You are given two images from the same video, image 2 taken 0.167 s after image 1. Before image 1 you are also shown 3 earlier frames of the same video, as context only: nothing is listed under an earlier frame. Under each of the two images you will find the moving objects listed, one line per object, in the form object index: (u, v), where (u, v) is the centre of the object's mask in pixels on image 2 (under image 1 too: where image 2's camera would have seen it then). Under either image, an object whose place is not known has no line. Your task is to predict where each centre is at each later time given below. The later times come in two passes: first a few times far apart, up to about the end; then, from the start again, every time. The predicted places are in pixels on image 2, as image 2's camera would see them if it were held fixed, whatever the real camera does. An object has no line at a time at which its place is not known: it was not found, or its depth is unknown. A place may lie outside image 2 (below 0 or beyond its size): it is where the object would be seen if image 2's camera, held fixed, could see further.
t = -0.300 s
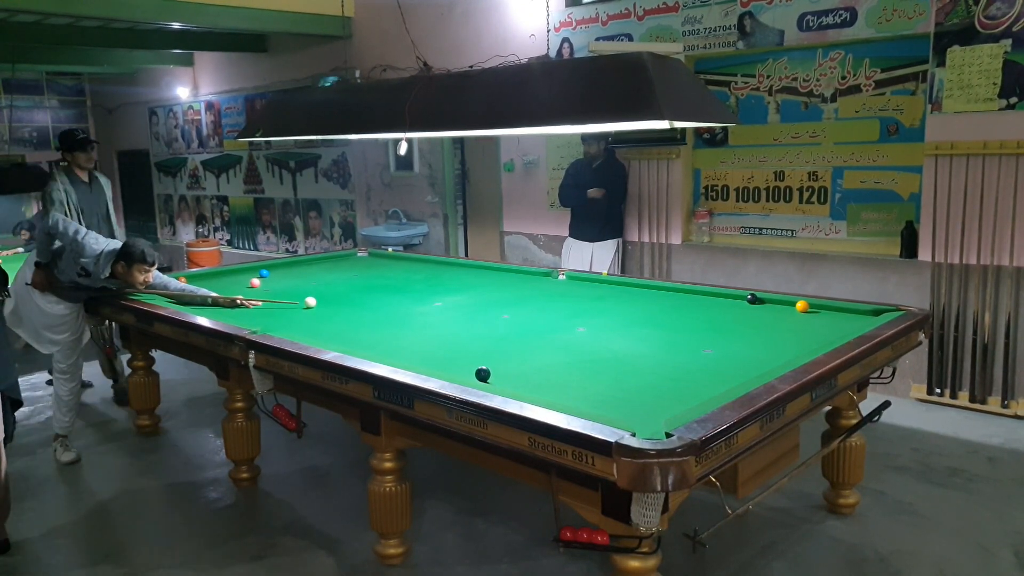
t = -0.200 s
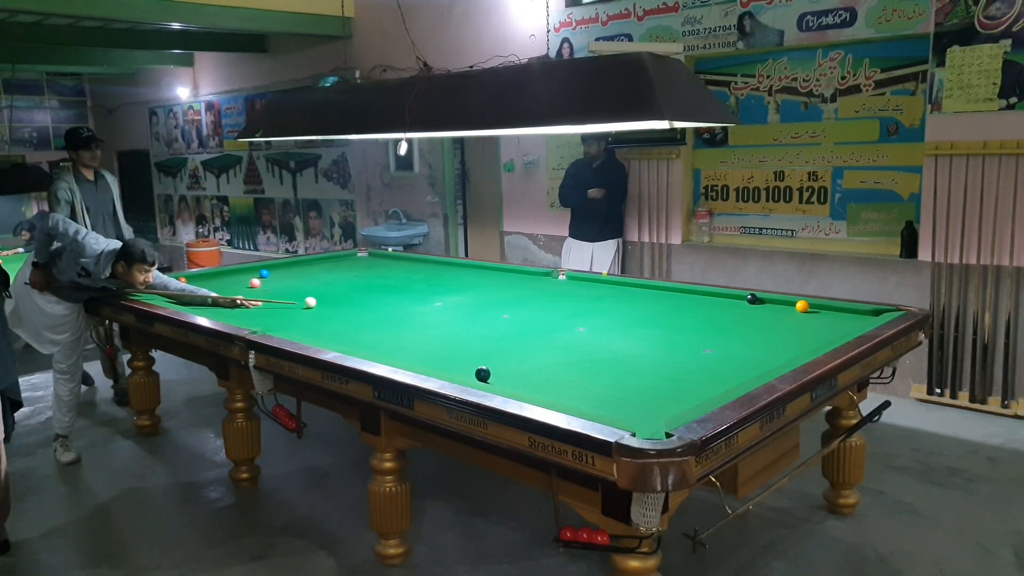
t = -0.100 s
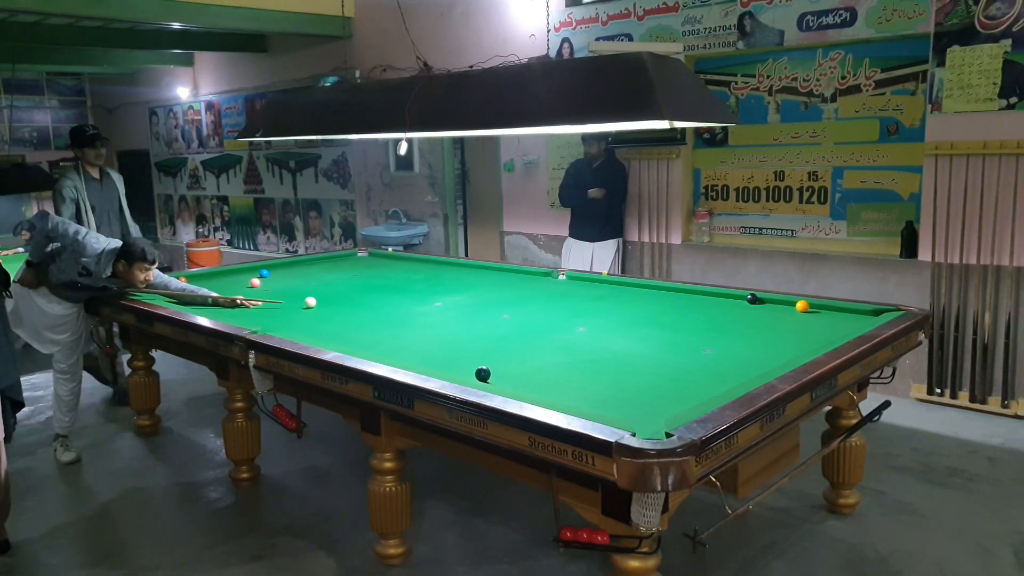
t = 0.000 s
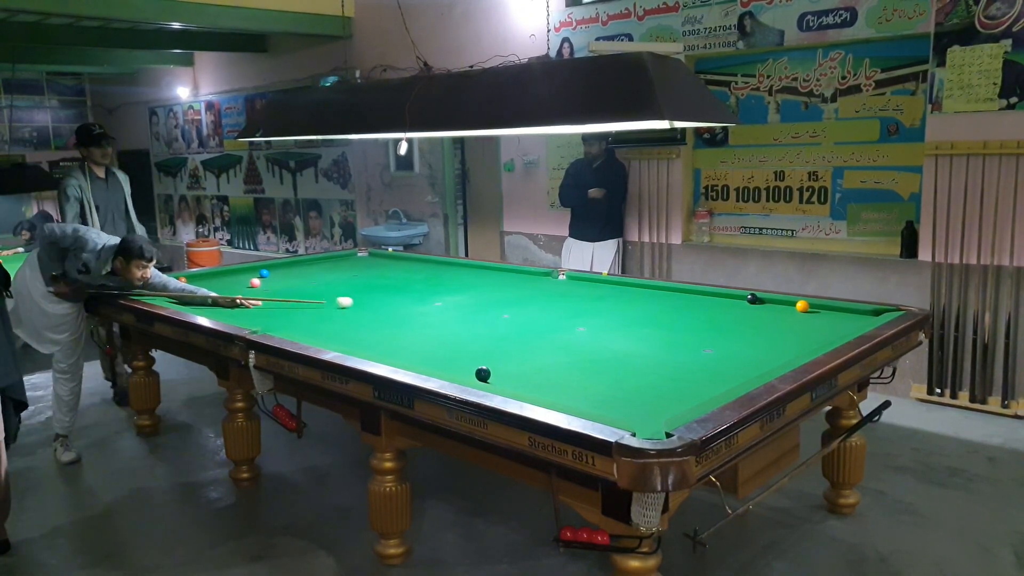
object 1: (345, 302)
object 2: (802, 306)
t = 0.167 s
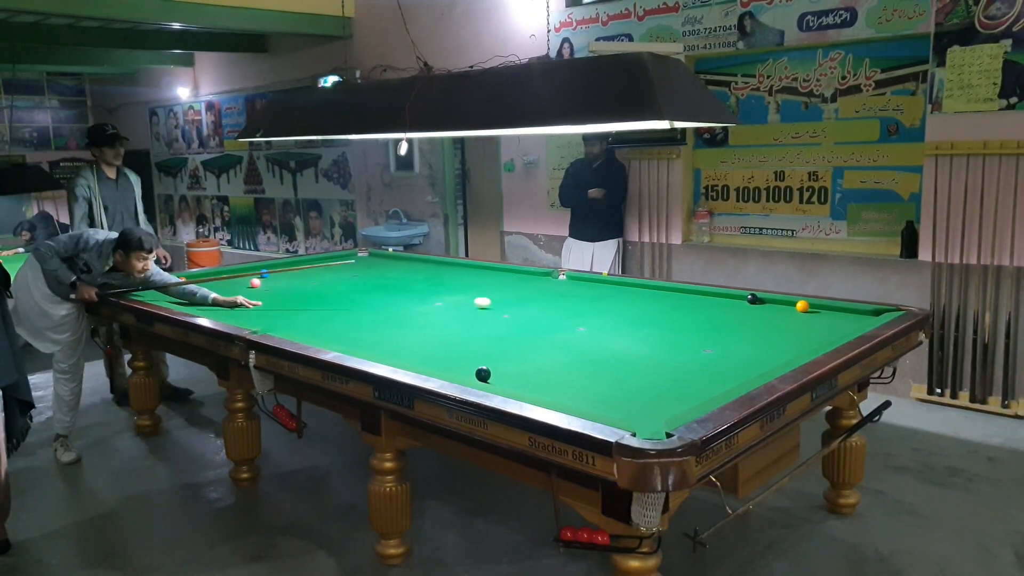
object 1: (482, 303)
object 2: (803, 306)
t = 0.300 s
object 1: (579, 303)
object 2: (803, 306)
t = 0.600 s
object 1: (789, 304)
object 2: (803, 306)
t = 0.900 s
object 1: (784, 324)
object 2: (853, 317)
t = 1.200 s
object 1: (776, 353)
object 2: (781, 312)
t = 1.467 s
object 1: (733, 376)
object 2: (724, 307)
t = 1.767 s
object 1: (646, 394)
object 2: (667, 302)
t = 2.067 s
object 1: (576, 399)
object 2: (617, 298)
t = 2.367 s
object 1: (580, 374)
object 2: (572, 295)
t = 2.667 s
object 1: (583, 353)
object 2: (532, 292)
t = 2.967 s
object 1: (586, 336)
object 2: (497, 290)
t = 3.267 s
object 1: (588, 323)
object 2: (466, 287)
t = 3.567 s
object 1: (590, 312)
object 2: (437, 285)
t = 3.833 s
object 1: (591, 304)
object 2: (414, 283)
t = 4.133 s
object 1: (593, 296)
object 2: (390, 282)
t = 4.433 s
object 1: (594, 289)
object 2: (369, 280)
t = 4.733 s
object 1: (595, 284)
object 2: (349, 279)
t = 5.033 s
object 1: (591, 280)
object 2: (332, 278)
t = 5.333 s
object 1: (573, 281)
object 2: (317, 277)
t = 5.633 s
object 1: (558, 282)
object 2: (304, 276)
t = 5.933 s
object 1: (544, 283)
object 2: (293, 275)
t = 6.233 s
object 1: (533, 283)
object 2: (283, 275)
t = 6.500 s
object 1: (525, 284)
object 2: (276, 274)
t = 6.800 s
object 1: (517, 285)
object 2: (272, 274)
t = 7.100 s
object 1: (512, 285)
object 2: (272, 273)
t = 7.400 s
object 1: (509, 285)
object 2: (271, 274)
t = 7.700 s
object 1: (508, 285)
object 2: (272, 274)
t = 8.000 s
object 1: (508, 285)
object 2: (272, 274)
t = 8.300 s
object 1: (508, 285)
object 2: (272, 274)
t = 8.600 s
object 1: (508, 285)
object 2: (272, 274)
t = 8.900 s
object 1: (508, 285)
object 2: (272, 274)
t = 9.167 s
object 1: (508, 285)
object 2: (272, 274)
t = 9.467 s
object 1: (508, 285)
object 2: (272, 274)
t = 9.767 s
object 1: (508, 285)
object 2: (272, 274)
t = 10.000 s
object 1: (508, 285)
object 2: (272, 274)
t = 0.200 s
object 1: (507, 303)
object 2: (803, 306)
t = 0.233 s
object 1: (532, 303)
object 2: (803, 306)
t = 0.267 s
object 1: (556, 303)
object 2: (803, 306)
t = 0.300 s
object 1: (579, 303)
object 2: (803, 306)
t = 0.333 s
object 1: (602, 303)
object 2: (802, 306)
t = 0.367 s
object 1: (625, 303)
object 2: (803, 306)
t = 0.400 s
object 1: (648, 304)
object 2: (802, 306)
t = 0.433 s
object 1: (671, 304)
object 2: (803, 306)
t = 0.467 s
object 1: (694, 304)
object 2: (803, 306)
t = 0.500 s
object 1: (717, 304)
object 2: (802, 306)
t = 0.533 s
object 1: (742, 304)
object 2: (803, 306)
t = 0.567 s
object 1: (765, 304)
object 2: (803, 306)
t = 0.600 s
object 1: (789, 304)
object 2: (803, 306)
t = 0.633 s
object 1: (798, 304)
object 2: (812, 308)
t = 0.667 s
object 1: (794, 306)
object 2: (823, 310)
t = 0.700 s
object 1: (791, 309)
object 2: (834, 312)
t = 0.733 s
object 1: (789, 311)
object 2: (843, 314)
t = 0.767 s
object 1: (788, 314)
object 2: (853, 316)
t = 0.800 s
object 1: (787, 316)
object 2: (862, 317)
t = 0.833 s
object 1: (786, 319)
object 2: (870, 317)
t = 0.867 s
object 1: (785, 322)
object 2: (862, 318)
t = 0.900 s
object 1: (784, 324)
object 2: (853, 317)
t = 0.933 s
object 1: (784, 327)
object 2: (845, 317)
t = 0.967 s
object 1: (783, 330)
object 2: (836, 316)
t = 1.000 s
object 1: (782, 333)
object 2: (828, 315)
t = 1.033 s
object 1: (781, 336)
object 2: (820, 315)
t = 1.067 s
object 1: (780, 339)
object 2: (812, 314)
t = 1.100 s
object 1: (779, 343)
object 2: (804, 314)
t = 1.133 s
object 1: (778, 346)
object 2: (796, 313)
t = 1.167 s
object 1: (777, 349)
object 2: (789, 312)
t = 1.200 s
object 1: (776, 353)
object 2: (781, 312)
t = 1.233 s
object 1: (774, 357)
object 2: (774, 311)
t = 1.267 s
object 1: (772, 359)
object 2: (766, 310)
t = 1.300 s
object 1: (771, 362)
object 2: (759, 310)
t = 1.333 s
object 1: (768, 365)
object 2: (752, 309)
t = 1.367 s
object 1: (760, 368)
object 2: (745, 309)
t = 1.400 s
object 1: (751, 370)
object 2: (738, 308)
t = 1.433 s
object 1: (742, 373)
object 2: (731, 308)
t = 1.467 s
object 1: (733, 376)
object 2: (724, 307)
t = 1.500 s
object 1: (724, 378)
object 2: (717, 306)
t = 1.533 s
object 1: (714, 379)
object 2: (711, 306)
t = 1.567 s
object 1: (705, 382)
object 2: (704, 305)
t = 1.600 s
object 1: (695, 383)
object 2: (698, 305)
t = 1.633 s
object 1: (686, 386)
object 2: (692, 304)
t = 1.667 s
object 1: (676, 388)
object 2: (685, 304)
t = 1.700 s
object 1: (666, 390)
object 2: (679, 303)
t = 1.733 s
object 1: (656, 391)
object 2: (673, 303)
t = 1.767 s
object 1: (646, 394)
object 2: (667, 302)
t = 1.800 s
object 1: (636, 396)
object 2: (661, 302)
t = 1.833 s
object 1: (625, 398)
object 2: (655, 301)
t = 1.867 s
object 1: (615, 400)
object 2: (650, 301)
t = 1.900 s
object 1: (605, 402)
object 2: (644, 301)
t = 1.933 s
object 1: (594, 404)
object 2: (638, 300)
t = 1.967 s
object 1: (584, 404)
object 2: (632, 300)
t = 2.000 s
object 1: (575, 403)
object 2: (627, 299)
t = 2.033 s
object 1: (575, 401)
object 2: (622, 299)
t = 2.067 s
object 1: (576, 399)
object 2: (617, 298)
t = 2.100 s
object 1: (576, 397)
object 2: (611, 298)
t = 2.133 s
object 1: (577, 394)
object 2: (606, 298)
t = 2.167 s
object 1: (577, 391)
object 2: (601, 297)
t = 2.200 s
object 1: (578, 388)
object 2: (596, 297)
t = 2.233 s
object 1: (578, 385)
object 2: (591, 297)
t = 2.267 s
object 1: (579, 382)
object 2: (586, 296)
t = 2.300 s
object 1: (579, 379)
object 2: (581, 296)
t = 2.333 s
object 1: (579, 376)
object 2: (577, 296)
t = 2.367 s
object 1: (580, 374)
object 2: (572, 295)
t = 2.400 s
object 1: (580, 371)
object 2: (567, 295)
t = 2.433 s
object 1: (581, 369)
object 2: (563, 295)
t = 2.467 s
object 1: (582, 366)
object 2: (558, 294)
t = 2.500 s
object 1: (582, 364)
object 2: (554, 294)
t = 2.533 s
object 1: (582, 362)
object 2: (550, 294)
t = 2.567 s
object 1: (582, 359)
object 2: (545, 293)
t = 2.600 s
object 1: (583, 357)
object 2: (541, 293)
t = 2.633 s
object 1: (583, 355)
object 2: (537, 293)
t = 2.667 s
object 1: (583, 353)
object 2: (532, 292)
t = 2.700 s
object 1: (584, 351)
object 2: (528, 292)
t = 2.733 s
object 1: (584, 349)
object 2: (524, 292)
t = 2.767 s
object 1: (585, 347)
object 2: (520, 291)
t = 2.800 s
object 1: (585, 345)
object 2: (516, 291)
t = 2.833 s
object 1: (585, 343)
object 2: (512, 291)
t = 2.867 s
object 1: (586, 342)
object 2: (509, 290)
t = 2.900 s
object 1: (586, 340)
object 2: (505, 290)
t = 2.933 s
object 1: (586, 338)
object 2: (501, 290)
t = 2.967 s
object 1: (586, 336)
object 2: (497, 290)
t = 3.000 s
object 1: (587, 335)
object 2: (494, 289)
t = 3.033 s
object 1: (587, 333)
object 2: (490, 289)
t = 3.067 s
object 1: (587, 331)
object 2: (486, 289)
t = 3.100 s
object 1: (588, 330)
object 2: (483, 289)
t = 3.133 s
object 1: (588, 329)
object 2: (479, 288)
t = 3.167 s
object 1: (588, 327)
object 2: (476, 288)
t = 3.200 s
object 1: (588, 326)
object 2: (472, 288)
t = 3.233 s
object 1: (588, 324)
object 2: (469, 288)
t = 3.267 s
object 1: (588, 323)
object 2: (466, 287)
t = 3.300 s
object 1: (589, 322)
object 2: (462, 287)
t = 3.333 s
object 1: (589, 320)
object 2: (459, 287)
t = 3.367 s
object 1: (589, 319)
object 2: (456, 287)
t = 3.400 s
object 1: (589, 318)
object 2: (453, 287)
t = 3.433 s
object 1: (589, 317)
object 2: (449, 286)
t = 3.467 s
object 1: (590, 316)
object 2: (446, 286)
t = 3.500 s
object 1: (590, 314)
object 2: (443, 286)
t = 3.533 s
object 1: (590, 313)
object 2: (440, 285)
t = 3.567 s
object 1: (590, 312)
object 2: (437, 285)
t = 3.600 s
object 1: (590, 311)
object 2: (434, 285)
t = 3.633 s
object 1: (591, 310)
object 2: (431, 285)
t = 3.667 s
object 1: (591, 309)
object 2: (428, 285)
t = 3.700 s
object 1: (591, 308)
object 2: (425, 284)
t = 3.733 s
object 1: (591, 307)
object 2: (423, 284)
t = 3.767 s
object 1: (591, 306)
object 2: (420, 284)
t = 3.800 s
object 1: (591, 305)
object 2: (417, 284)
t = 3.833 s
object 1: (591, 304)
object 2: (414, 283)
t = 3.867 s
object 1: (592, 303)
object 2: (411, 283)
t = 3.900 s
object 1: (592, 302)
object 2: (408, 283)
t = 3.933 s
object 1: (592, 301)
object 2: (406, 283)
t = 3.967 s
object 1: (592, 300)
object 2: (403, 283)
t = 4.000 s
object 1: (592, 299)
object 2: (400, 283)
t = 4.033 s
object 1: (592, 298)
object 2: (398, 282)
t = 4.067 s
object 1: (592, 298)
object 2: (396, 282)
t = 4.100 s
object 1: (593, 297)
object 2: (393, 282)
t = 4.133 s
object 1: (593, 296)
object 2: (390, 282)
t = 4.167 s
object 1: (593, 295)
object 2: (388, 282)
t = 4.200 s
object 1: (593, 294)
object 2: (385, 282)
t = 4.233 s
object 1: (593, 294)
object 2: (383, 281)
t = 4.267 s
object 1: (593, 293)
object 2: (380, 281)
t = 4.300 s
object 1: (593, 292)
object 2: (378, 281)
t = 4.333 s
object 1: (593, 291)
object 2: (376, 281)
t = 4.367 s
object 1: (593, 290)
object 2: (373, 281)
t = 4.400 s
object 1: (593, 290)
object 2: (371, 281)
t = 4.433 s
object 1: (594, 289)
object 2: (369, 280)
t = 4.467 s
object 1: (594, 288)
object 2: (366, 280)
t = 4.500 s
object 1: (594, 288)
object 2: (364, 280)
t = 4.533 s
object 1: (594, 287)
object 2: (362, 280)
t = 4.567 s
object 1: (594, 287)
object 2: (360, 280)
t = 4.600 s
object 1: (594, 286)
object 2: (358, 280)
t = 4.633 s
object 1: (594, 285)
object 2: (356, 280)
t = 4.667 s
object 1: (594, 285)
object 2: (354, 279)
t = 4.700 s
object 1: (594, 284)
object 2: (351, 279)
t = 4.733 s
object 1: (595, 284)
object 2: (349, 279)
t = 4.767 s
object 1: (595, 283)
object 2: (347, 279)
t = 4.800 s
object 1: (595, 282)
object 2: (346, 279)
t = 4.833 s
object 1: (595, 282)
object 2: (344, 279)
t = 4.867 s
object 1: (595, 281)
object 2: (341, 279)
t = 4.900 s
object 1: (595, 281)
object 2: (340, 279)
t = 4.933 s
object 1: (595, 280)
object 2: (338, 278)
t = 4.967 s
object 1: (595, 280)
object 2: (336, 278)
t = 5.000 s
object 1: (593, 280)
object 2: (334, 278)
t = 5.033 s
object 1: (591, 280)
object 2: (332, 278)
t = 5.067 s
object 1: (588, 280)
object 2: (330, 278)
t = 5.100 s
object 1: (587, 280)
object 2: (329, 278)
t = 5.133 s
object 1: (585, 280)
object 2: (327, 278)
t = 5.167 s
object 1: (583, 280)
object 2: (325, 278)
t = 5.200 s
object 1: (581, 281)
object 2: (324, 278)
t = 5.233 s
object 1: (579, 281)
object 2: (322, 277)
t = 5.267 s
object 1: (577, 281)
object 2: (321, 277)
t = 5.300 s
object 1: (575, 281)
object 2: (319, 277)
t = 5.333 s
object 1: (573, 281)
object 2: (317, 277)
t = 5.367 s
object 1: (571, 281)
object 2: (315, 277)
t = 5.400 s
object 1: (570, 281)
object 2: (314, 277)
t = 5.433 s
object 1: (568, 281)
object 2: (313, 277)
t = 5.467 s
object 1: (566, 281)
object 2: (311, 277)
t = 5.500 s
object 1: (564, 282)
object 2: (310, 277)
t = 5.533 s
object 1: (563, 282)
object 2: (308, 276)
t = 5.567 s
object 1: (561, 281)
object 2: (307, 276)
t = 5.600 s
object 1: (560, 282)
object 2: (305, 276)
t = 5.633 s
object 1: (558, 282)
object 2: (304, 276)
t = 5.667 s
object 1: (556, 282)
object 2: (303, 276)
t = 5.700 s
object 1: (555, 282)
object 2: (301, 276)
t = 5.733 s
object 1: (553, 282)
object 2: (300, 276)
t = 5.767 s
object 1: (551, 282)
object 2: (299, 276)
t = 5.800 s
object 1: (550, 282)
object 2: (297, 276)
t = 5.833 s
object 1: (549, 282)
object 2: (296, 276)
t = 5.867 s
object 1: (547, 283)
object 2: (295, 276)
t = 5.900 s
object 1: (546, 283)
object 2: (294, 275)
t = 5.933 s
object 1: (544, 283)
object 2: (293, 275)
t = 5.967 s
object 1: (543, 283)
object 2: (292, 275)
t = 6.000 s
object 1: (542, 283)
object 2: (291, 275)
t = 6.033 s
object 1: (540, 283)
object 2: (290, 275)
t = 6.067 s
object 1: (539, 283)
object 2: (288, 275)
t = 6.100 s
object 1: (538, 283)
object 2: (287, 275)
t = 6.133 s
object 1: (536, 283)
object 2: (286, 275)
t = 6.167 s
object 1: (535, 283)
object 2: (285, 275)
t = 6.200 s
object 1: (534, 283)
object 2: (284, 275)
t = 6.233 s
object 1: (533, 283)
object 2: (283, 275)
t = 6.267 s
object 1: (532, 284)
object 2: (283, 275)
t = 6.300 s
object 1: (531, 284)
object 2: (282, 275)
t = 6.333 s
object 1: (530, 284)
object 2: (281, 275)
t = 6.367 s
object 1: (528, 284)
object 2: (280, 275)
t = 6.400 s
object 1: (527, 284)
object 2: (278, 274)
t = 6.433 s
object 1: (526, 284)
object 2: (278, 274)
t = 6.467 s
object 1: (525, 284)
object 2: (277, 274)
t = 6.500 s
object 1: (525, 284)
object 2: (276, 274)
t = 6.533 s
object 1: (524, 284)
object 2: (275, 274)
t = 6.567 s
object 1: (523, 284)
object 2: (275, 274)
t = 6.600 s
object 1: (522, 284)
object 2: (274, 274)
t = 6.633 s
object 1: (521, 284)
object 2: (273, 274)
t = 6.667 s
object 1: (520, 284)
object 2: (273, 274)
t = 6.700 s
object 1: (519, 284)
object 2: (273, 274)
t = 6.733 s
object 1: (519, 284)
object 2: (272, 274)
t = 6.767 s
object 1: (518, 284)
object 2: (272, 274)
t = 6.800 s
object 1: (517, 285)
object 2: (272, 274)
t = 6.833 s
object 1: (517, 284)
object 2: (272, 274)
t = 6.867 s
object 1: (516, 284)
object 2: (271, 274)
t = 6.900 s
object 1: (515, 285)
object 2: (272, 274)
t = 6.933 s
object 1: (515, 285)
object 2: (271, 274)
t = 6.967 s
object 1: (514, 285)
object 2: (271, 274)
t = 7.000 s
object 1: (514, 285)
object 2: (272, 274)
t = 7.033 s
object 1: (513, 285)
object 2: (272, 274)
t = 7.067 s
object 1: (513, 285)
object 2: (272, 274)
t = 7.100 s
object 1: (512, 285)
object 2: (272, 273)
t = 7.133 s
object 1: (512, 285)
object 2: (272, 273)
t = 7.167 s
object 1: (511, 285)
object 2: (272, 274)
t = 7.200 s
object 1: (511, 285)
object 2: (272, 274)
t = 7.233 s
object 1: (510, 285)
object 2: (272, 274)
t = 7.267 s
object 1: (510, 285)
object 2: (271, 274)
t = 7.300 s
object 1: (510, 285)
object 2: (272, 274)
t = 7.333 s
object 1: (510, 285)
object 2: (272, 274)
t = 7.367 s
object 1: (509, 285)
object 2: (272, 274)
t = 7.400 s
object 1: (509, 285)
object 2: (271, 274)
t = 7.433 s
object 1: (509, 285)
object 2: (272, 274)
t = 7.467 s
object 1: (509, 285)
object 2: (271, 274)
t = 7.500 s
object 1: (508, 285)
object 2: (272, 274)
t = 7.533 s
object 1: (508, 285)
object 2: (272, 274)
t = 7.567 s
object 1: (508, 285)
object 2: (272, 274)
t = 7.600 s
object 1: (508, 285)
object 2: (271, 274)
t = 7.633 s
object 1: (508, 285)
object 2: (272, 273)
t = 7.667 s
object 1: (508, 285)
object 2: (272, 273)
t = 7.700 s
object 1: (508, 285)
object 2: (272, 274)
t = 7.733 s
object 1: (508, 285)
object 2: (272, 274)
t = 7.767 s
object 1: (508, 285)
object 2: (271, 274)
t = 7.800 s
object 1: (508, 285)
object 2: (271, 274)
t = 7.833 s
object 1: (508, 285)
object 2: (271, 274)
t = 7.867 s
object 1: (508, 285)
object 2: (271, 274)
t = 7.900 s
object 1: (508, 285)
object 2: (272, 273)
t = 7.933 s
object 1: (508, 285)
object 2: (272, 274)
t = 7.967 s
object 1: (508, 285)
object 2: (272, 274)
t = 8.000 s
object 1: (508, 285)
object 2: (272, 274)
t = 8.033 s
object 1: (508, 285)
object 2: (272, 274)
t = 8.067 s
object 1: (508, 285)
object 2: (272, 274)
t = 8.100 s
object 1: (508, 285)
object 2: (272, 274)
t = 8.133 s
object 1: (508, 285)
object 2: (272, 274)
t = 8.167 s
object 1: (508, 285)
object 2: (272, 274)
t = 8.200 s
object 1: (508, 285)
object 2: (272, 274)
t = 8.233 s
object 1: (508, 285)
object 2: (272, 274)
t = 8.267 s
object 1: (508, 285)
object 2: (272, 274)
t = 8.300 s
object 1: (508, 285)
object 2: (272, 274)
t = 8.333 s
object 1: (508, 285)
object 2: (272, 274)
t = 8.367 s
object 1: (508, 285)
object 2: (272, 274)
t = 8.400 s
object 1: (508, 285)
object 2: (272, 274)
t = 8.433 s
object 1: (508, 285)
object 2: (272, 274)
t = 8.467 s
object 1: (508, 285)
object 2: (272, 274)
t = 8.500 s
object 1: (508, 285)
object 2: (272, 274)
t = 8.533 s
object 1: (508, 285)
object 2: (272, 274)
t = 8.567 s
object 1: (508, 285)
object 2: (272, 274)
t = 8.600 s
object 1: (508, 285)
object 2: (272, 274)
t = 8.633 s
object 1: (508, 285)
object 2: (272, 274)
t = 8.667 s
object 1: (508, 285)
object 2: (272, 274)
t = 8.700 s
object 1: (508, 285)
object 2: (272, 274)
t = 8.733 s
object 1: (508, 285)
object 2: (271, 274)
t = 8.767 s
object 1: (508, 285)
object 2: (272, 274)
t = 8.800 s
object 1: (508, 285)
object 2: (272, 274)
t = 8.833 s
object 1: (508, 285)
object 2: (272, 274)
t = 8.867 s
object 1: (508, 285)
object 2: (272, 274)
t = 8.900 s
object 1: (508, 285)
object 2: (272, 274)
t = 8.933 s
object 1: (508, 285)
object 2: (272, 274)
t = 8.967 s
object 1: (508, 285)
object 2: (272, 274)
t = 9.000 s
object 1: (508, 285)
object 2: (272, 274)
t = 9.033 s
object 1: (508, 285)
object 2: (272, 274)
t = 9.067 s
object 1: (508, 285)
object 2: (272, 274)
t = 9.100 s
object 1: (508, 285)
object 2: (272, 274)
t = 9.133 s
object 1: (508, 285)
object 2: (272, 274)
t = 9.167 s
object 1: (508, 285)
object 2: (272, 274)
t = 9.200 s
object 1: (508, 285)
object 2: (272, 274)
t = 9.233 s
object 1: (508, 285)
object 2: (272, 274)
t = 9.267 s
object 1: (508, 285)
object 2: (272, 274)
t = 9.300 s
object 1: (508, 285)
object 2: (272, 274)
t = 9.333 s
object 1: (508, 285)
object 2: (272, 274)
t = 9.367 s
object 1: (508, 285)
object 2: (272, 274)
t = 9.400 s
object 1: (508, 285)
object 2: (272, 274)
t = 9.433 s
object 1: (508, 285)
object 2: (272, 274)
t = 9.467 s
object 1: (508, 285)
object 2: (272, 274)
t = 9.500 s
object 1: (508, 285)
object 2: (272, 274)
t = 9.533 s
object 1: (508, 285)
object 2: (272, 274)
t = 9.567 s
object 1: (508, 285)
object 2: (272, 274)
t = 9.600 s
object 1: (508, 285)
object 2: (272, 274)
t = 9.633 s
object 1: (508, 285)
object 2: (272, 274)
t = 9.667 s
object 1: (508, 285)
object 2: (272, 274)
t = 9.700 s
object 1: (508, 285)
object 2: (272, 274)
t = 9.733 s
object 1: (508, 285)
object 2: (272, 274)
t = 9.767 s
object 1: (508, 285)
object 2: (272, 274)
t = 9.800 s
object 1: (508, 285)
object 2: (272, 274)
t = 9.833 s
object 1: (508, 285)
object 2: (272, 274)
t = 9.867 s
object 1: (508, 285)
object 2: (272, 274)
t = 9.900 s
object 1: (508, 285)
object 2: (272, 274)
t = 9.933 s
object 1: (508, 285)
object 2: (272, 274)
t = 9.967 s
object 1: (508, 285)
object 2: (272, 274)
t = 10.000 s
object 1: (508, 285)
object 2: (272, 274)
